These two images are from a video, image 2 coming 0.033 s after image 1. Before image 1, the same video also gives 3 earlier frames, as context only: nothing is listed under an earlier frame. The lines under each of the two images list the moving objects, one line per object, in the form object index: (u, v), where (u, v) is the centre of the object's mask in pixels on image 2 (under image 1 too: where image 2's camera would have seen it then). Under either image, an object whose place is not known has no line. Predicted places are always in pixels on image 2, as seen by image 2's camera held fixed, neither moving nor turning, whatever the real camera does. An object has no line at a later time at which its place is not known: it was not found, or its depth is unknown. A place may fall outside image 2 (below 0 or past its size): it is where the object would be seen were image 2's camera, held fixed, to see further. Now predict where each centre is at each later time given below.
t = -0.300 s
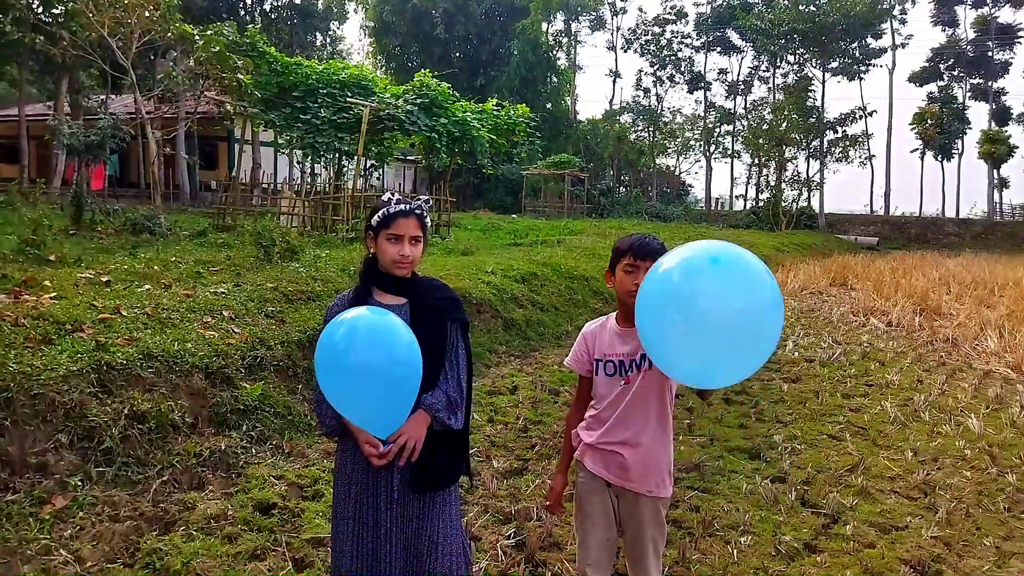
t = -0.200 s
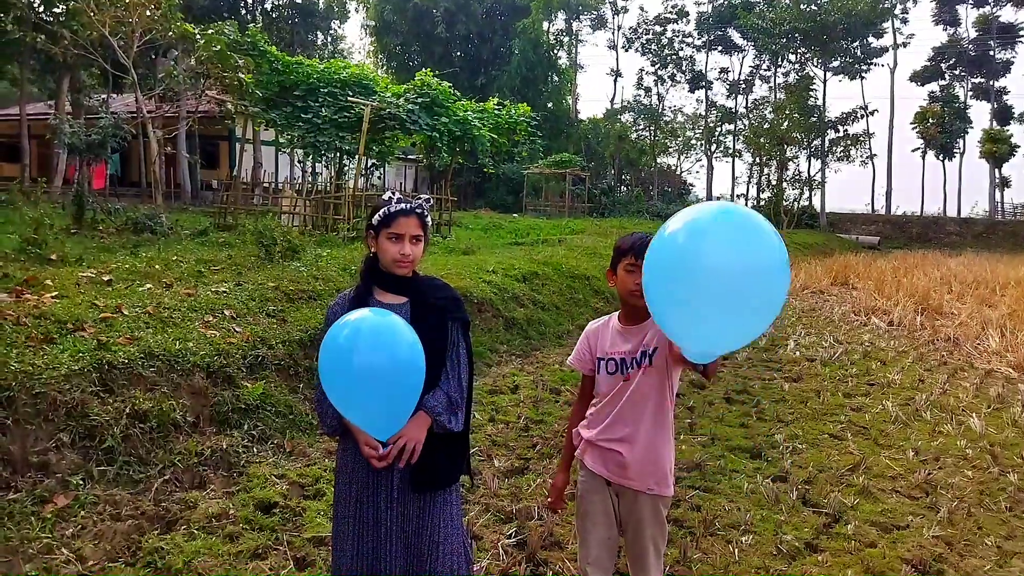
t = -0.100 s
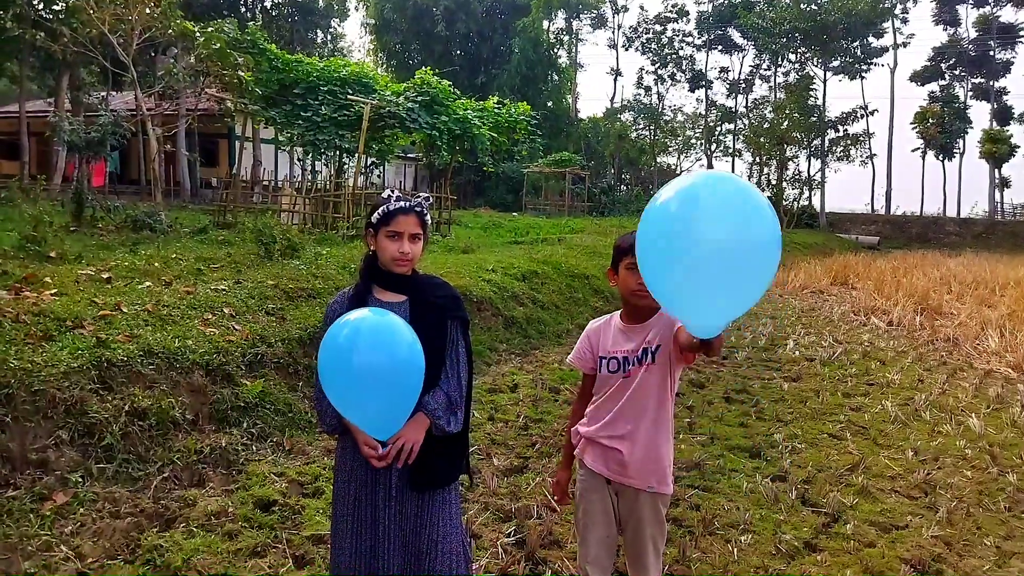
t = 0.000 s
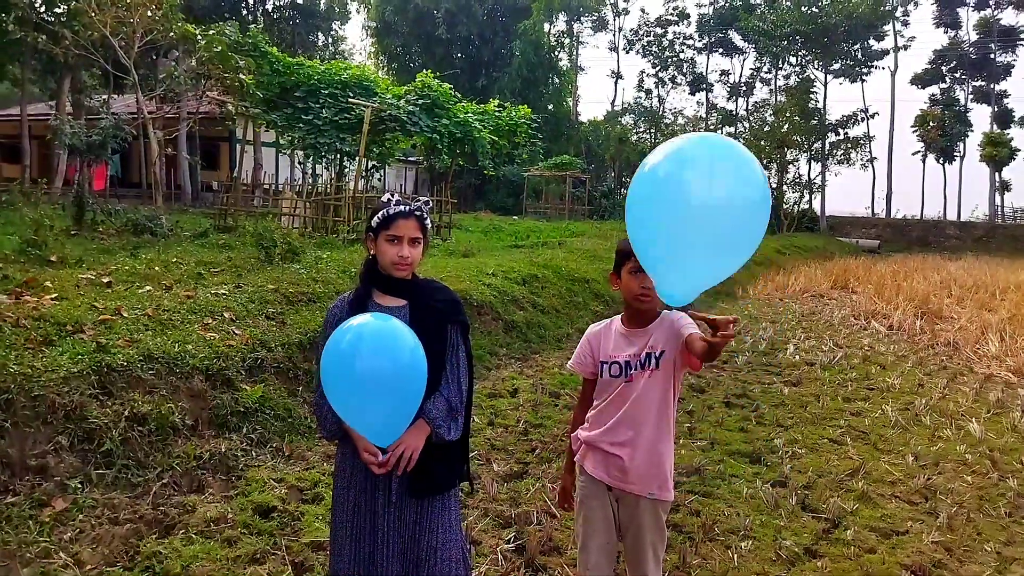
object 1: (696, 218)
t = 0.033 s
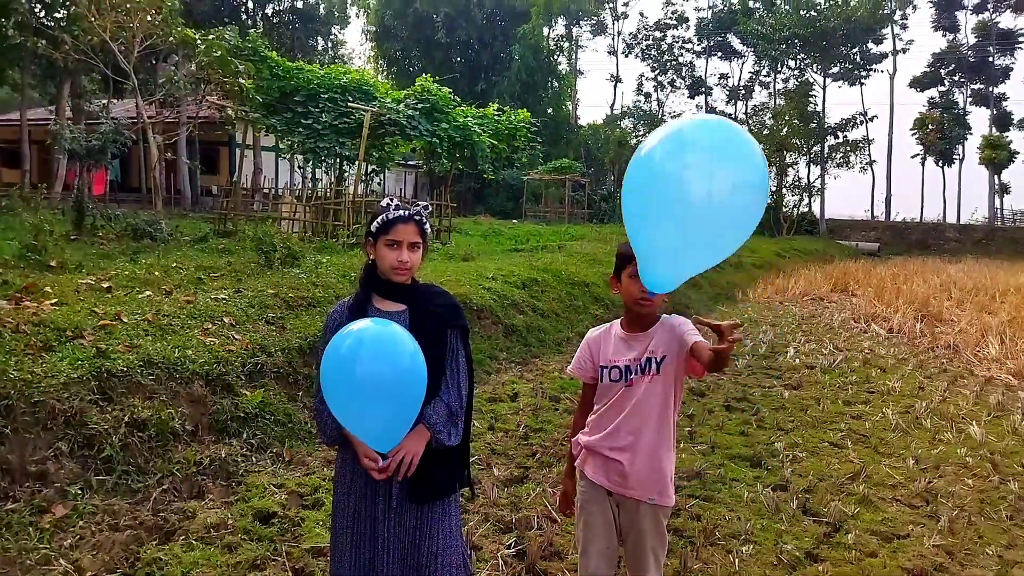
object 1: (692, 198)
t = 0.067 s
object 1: (692, 176)
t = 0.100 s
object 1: (696, 150)
